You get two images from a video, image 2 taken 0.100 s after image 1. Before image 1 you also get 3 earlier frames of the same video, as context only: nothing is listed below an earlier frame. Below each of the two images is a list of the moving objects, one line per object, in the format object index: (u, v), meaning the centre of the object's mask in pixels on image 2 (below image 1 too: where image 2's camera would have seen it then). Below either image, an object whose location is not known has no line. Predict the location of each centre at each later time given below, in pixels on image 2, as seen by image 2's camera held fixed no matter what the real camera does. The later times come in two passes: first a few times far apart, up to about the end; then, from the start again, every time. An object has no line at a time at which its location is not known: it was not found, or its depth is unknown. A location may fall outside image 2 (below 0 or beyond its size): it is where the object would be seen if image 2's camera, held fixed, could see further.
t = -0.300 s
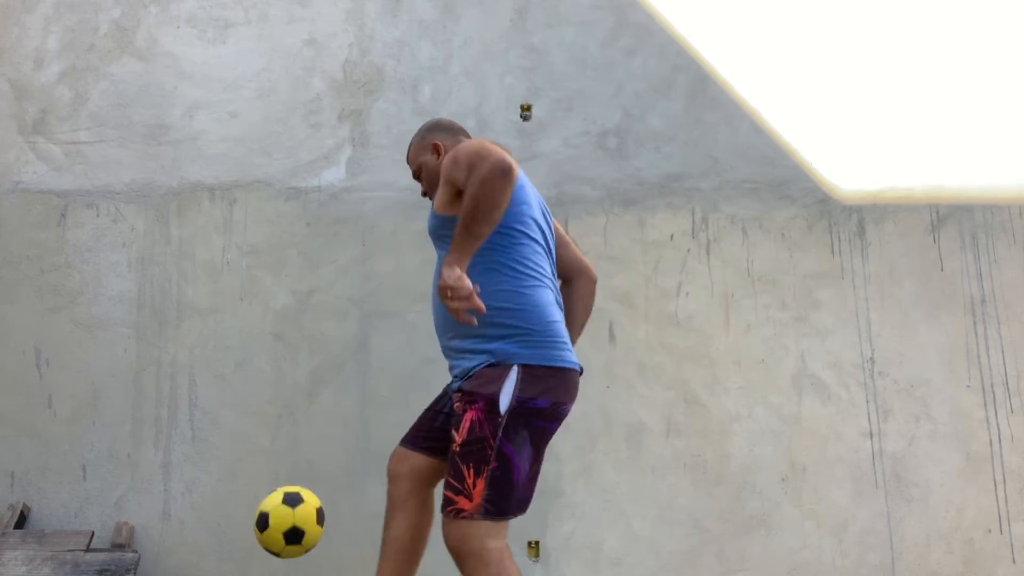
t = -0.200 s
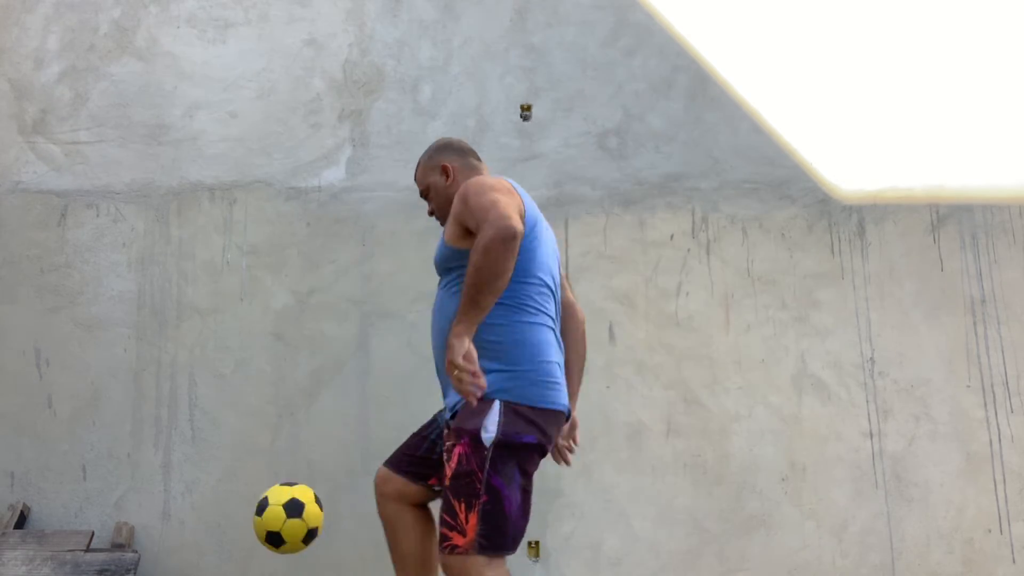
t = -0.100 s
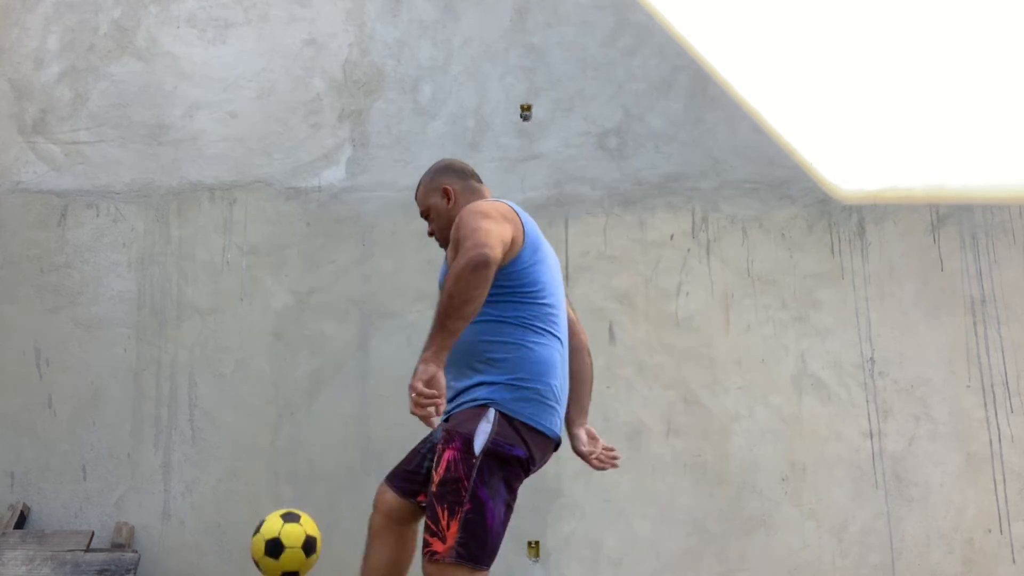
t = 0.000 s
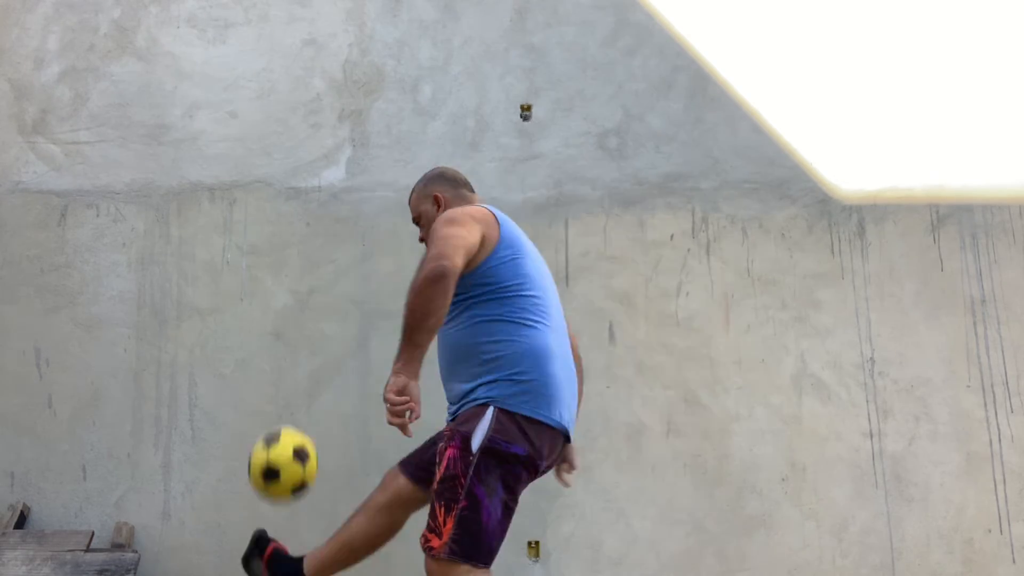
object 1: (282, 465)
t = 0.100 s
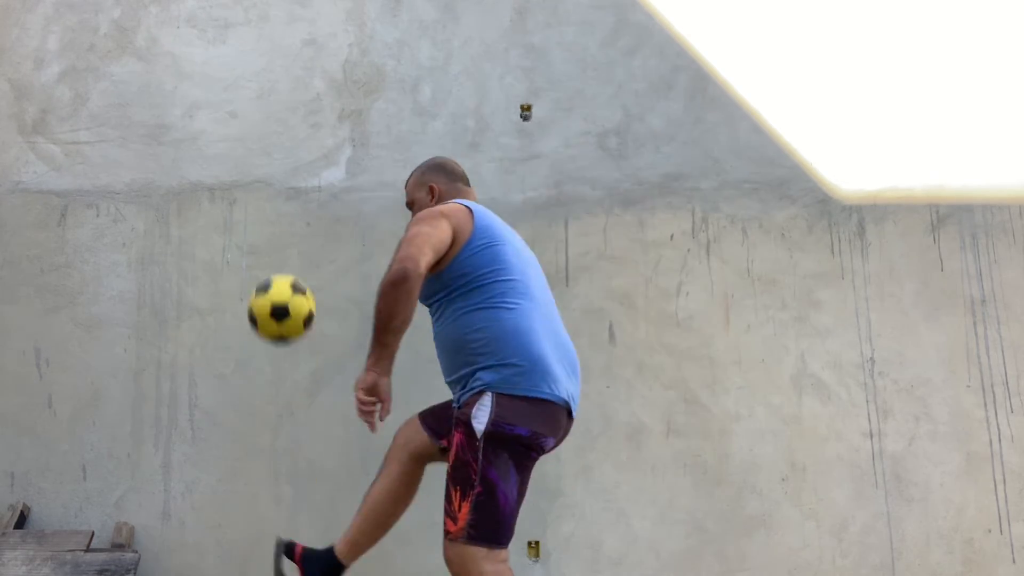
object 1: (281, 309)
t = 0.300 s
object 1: (277, 111)
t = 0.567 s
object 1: (264, 25)
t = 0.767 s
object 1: (250, 76)
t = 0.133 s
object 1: (281, 266)
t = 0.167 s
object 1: (280, 228)
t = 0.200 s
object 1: (280, 193)
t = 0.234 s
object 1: (279, 162)
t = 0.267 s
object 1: (278, 135)
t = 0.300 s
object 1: (277, 111)
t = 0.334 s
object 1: (275, 90)
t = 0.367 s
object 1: (274, 71)
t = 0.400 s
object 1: (272, 56)
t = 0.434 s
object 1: (271, 44)
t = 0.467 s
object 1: (269, 34)
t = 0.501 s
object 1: (267, 28)
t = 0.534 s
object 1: (266, 26)
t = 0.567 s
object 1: (264, 25)
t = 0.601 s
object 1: (263, 26)
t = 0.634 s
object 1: (260, 29)
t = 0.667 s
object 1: (258, 36)
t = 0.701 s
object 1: (256, 46)
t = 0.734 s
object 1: (253, 60)
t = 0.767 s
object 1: (250, 76)
